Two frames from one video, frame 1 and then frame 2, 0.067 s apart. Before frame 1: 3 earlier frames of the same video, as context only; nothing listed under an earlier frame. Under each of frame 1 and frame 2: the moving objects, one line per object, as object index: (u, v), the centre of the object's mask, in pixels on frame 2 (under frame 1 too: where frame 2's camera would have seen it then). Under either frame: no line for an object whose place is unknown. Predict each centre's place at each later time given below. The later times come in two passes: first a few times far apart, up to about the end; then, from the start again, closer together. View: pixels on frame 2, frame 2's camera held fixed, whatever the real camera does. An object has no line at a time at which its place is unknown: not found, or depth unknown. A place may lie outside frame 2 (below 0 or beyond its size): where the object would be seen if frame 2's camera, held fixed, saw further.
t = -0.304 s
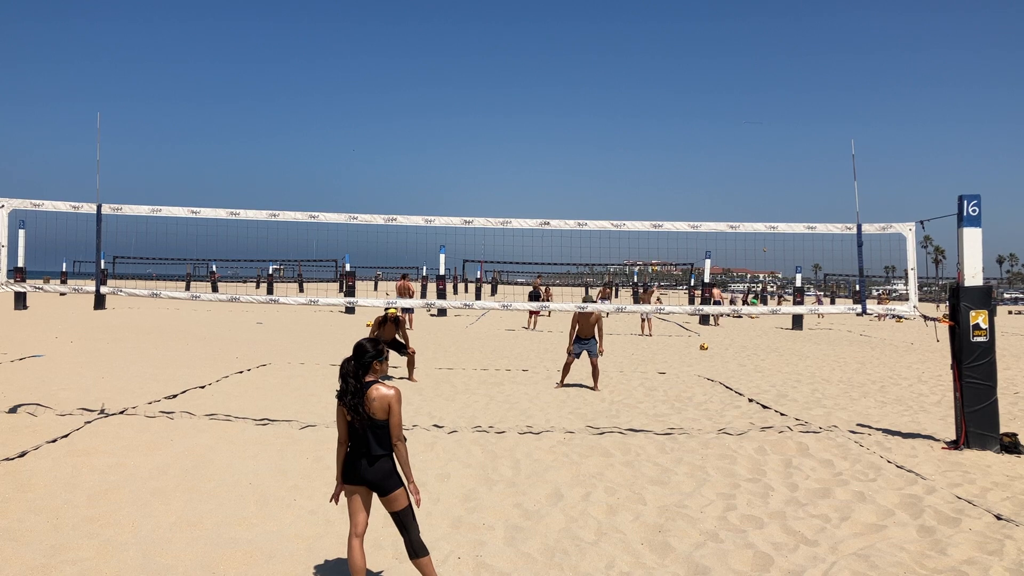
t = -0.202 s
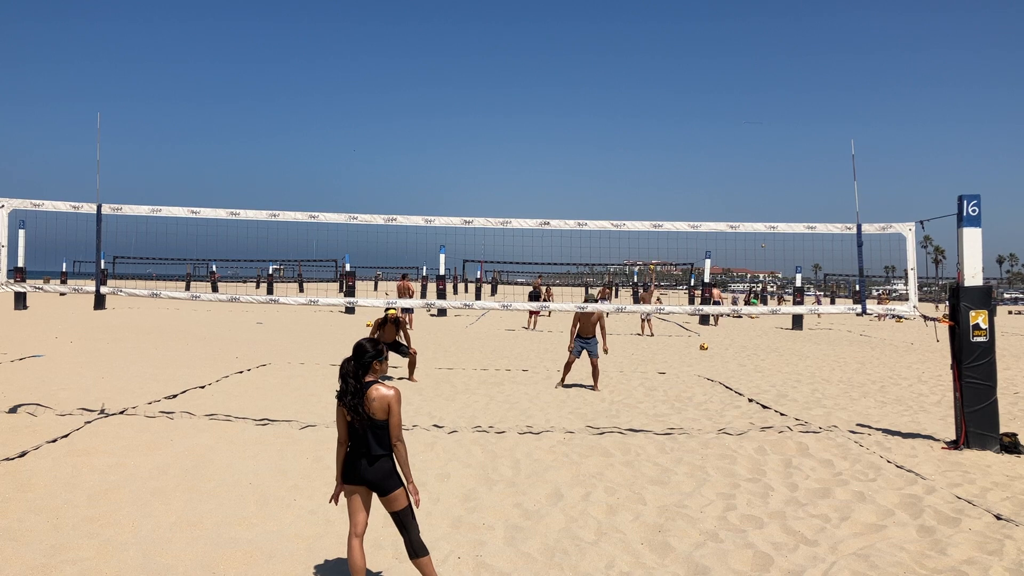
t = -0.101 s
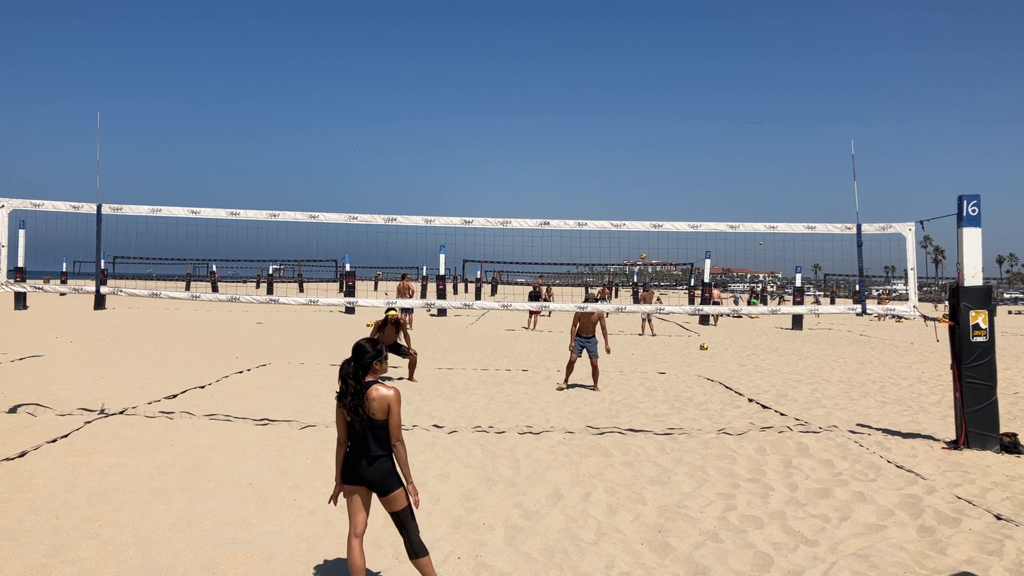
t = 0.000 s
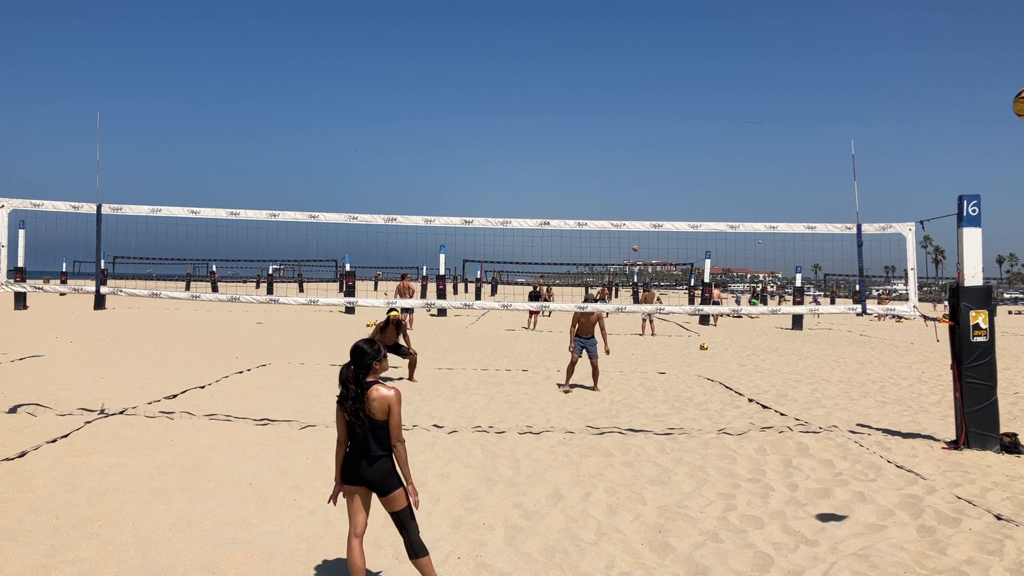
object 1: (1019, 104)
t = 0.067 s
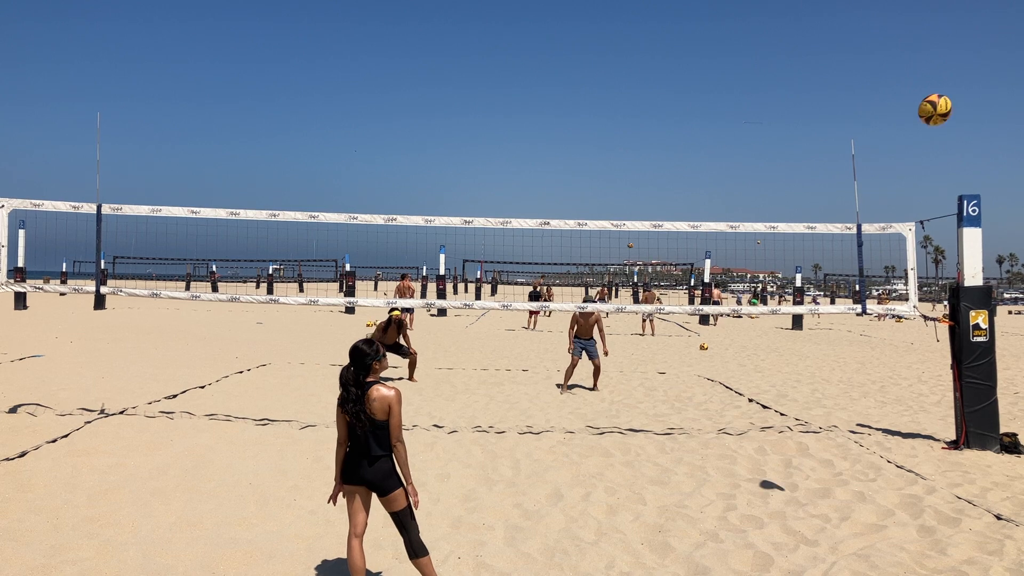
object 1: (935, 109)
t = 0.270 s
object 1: (757, 144)
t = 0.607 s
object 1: (610, 233)
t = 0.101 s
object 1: (896, 114)
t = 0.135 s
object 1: (861, 119)
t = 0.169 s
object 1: (831, 124)
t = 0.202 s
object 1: (804, 130)
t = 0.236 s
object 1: (779, 137)
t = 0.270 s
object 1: (757, 144)
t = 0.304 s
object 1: (737, 152)
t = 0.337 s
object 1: (719, 160)
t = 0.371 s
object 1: (702, 168)
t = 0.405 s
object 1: (686, 177)
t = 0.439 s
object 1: (671, 185)
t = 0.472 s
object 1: (657, 194)
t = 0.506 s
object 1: (644, 203)
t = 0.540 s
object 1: (632, 212)
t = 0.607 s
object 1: (610, 233)
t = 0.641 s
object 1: (600, 240)
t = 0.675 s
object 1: (592, 249)
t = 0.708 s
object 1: (584, 259)
